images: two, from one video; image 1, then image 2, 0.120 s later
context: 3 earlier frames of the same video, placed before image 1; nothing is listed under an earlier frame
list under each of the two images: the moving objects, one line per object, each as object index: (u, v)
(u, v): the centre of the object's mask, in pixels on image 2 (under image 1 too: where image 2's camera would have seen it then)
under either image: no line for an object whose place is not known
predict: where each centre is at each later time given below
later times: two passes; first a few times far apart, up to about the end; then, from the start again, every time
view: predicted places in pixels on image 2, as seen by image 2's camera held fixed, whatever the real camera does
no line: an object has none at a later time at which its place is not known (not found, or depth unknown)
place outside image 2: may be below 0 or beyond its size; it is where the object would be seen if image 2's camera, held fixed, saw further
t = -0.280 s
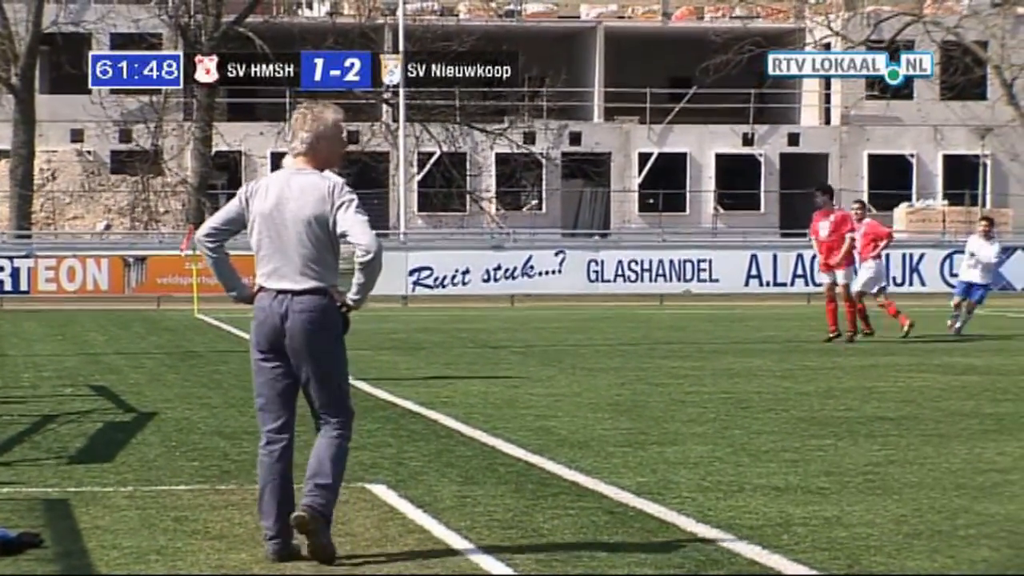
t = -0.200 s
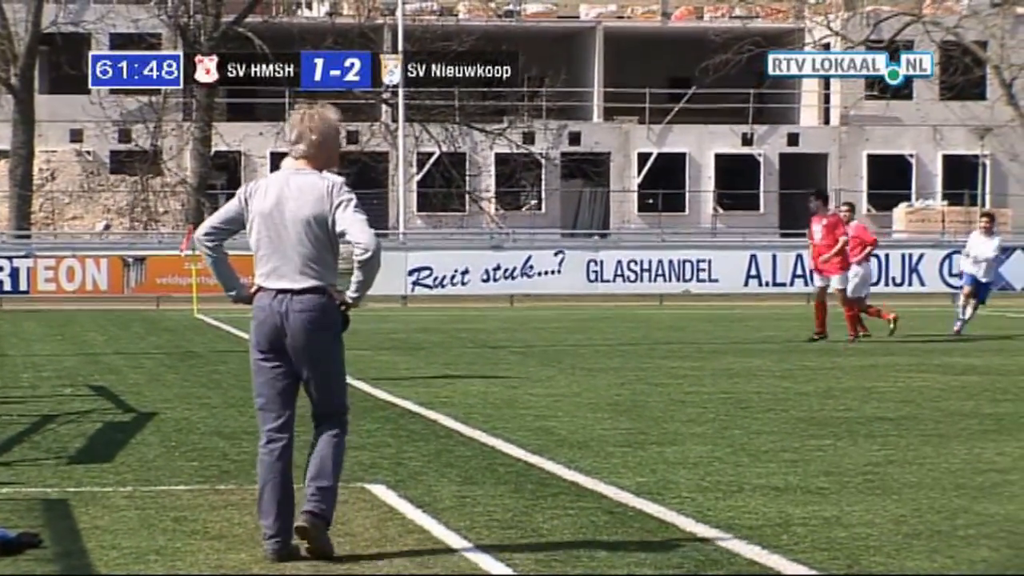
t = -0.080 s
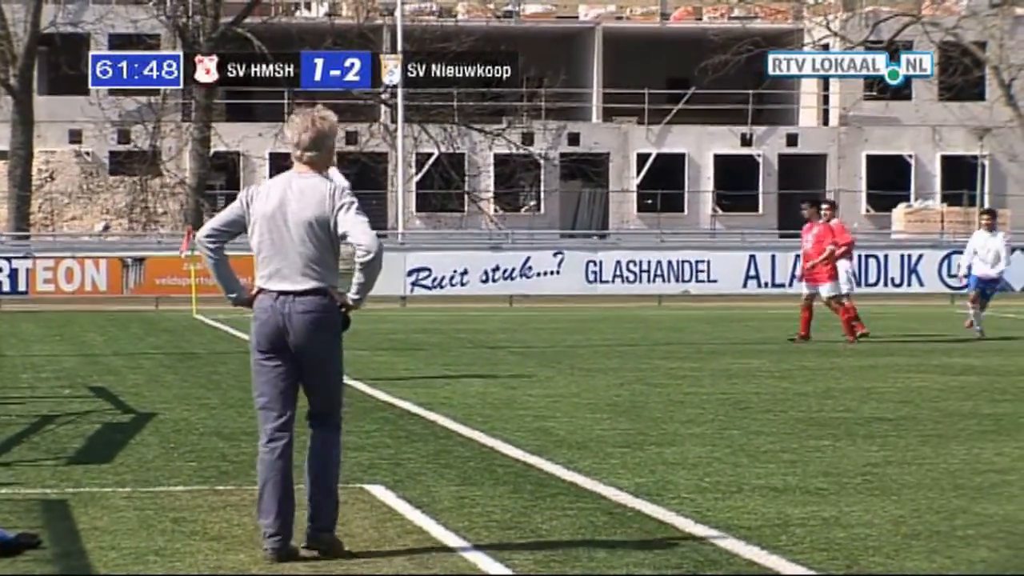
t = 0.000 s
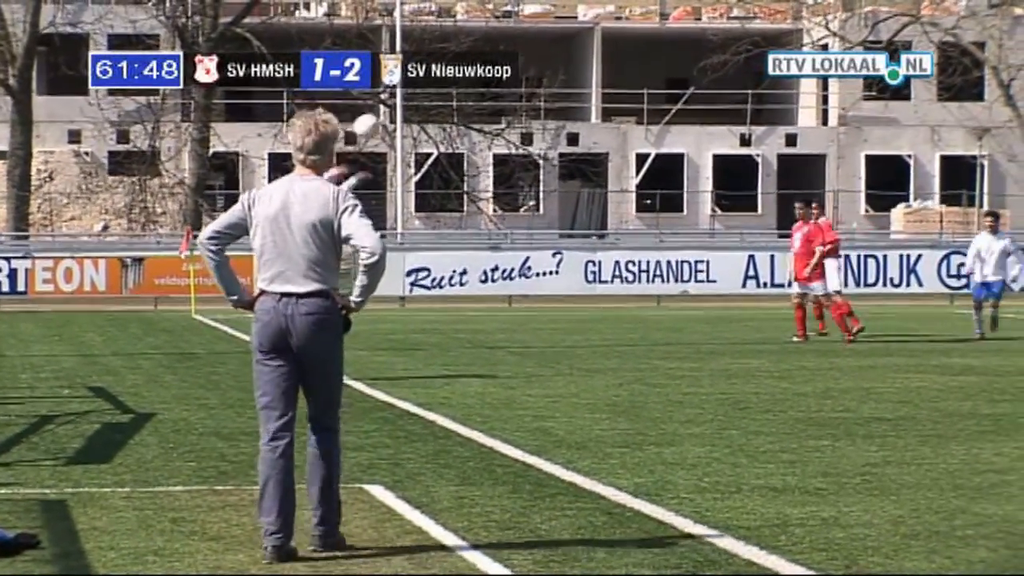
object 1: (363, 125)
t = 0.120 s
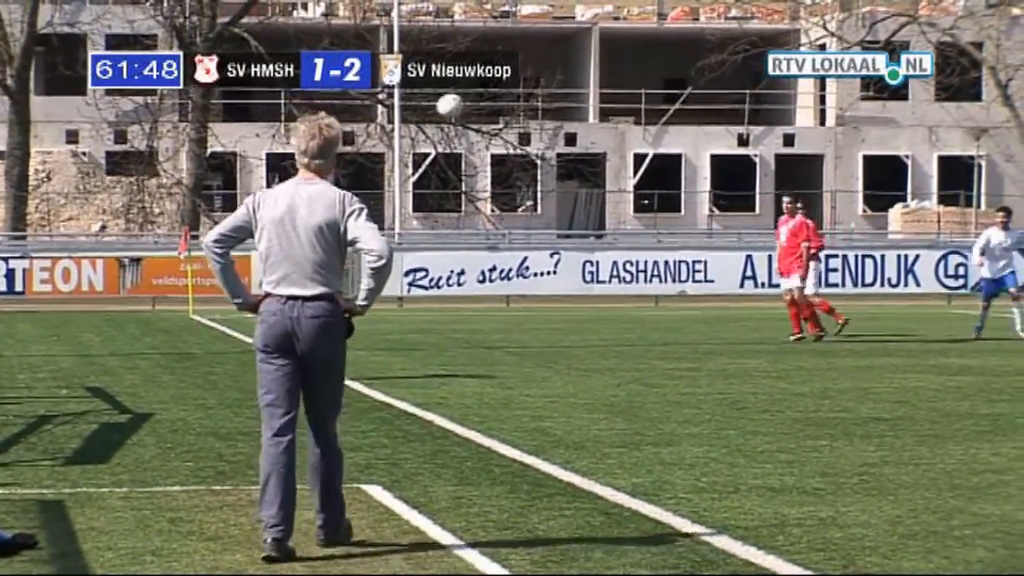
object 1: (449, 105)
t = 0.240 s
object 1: (529, 101)
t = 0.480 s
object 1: (672, 138)
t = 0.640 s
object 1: (758, 190)
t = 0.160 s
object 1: (477, 102)
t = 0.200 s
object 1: (504, 102)
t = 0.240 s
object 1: (529, 101)
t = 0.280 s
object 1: (554, 104)
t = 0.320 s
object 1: (579, 108)
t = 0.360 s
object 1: (602, 113)
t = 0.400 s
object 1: (628, 120)
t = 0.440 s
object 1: (650, 128)
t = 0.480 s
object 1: (672, 138)
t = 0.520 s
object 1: (695, 150)
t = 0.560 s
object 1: (717, 161)
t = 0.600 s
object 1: (738, 176)
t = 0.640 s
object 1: (758, 190)
